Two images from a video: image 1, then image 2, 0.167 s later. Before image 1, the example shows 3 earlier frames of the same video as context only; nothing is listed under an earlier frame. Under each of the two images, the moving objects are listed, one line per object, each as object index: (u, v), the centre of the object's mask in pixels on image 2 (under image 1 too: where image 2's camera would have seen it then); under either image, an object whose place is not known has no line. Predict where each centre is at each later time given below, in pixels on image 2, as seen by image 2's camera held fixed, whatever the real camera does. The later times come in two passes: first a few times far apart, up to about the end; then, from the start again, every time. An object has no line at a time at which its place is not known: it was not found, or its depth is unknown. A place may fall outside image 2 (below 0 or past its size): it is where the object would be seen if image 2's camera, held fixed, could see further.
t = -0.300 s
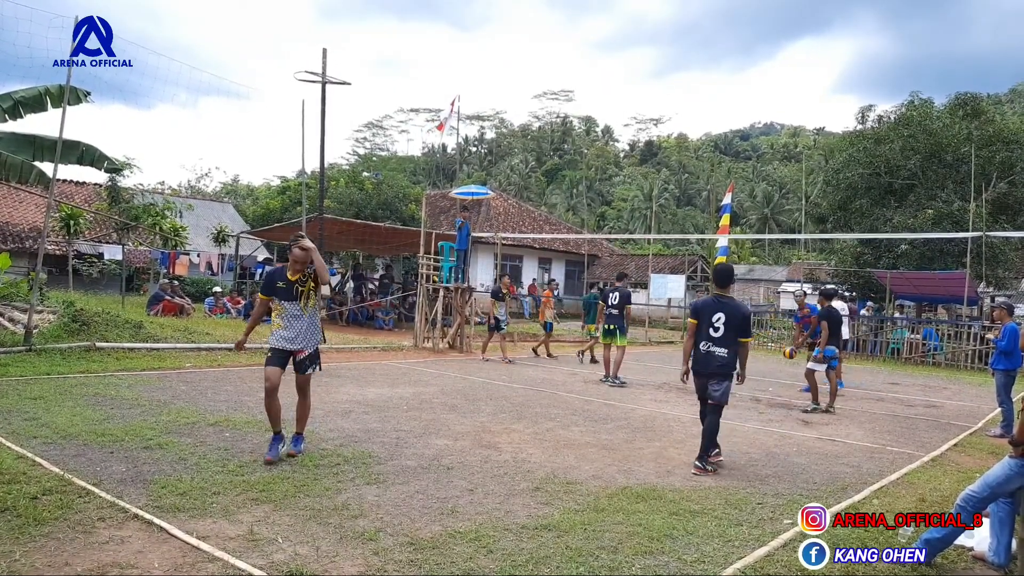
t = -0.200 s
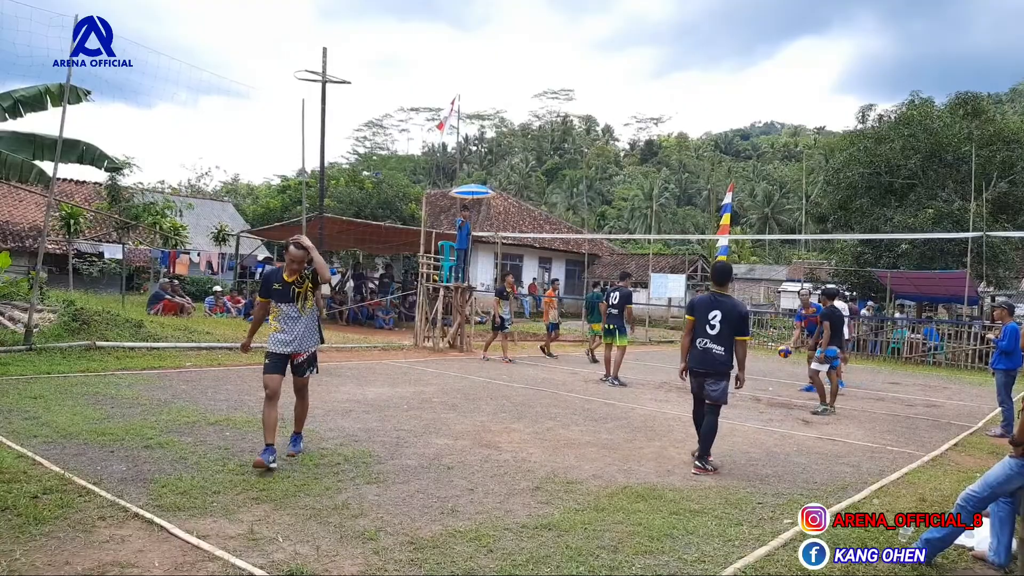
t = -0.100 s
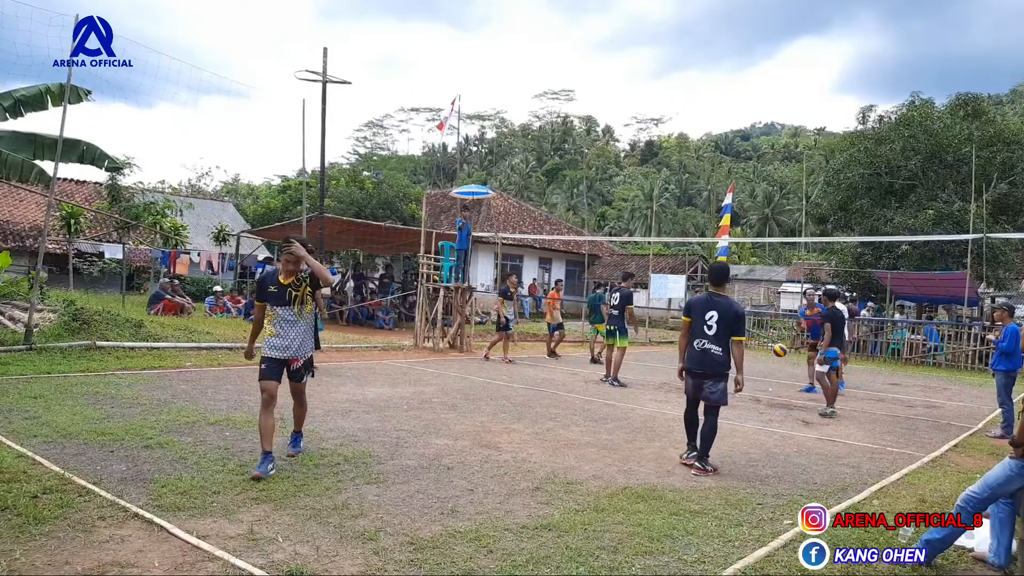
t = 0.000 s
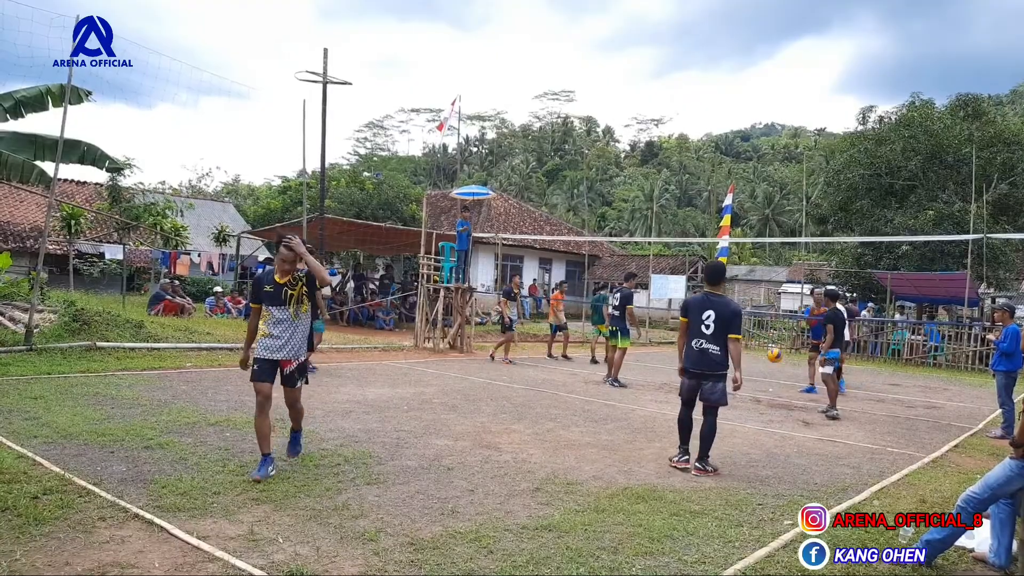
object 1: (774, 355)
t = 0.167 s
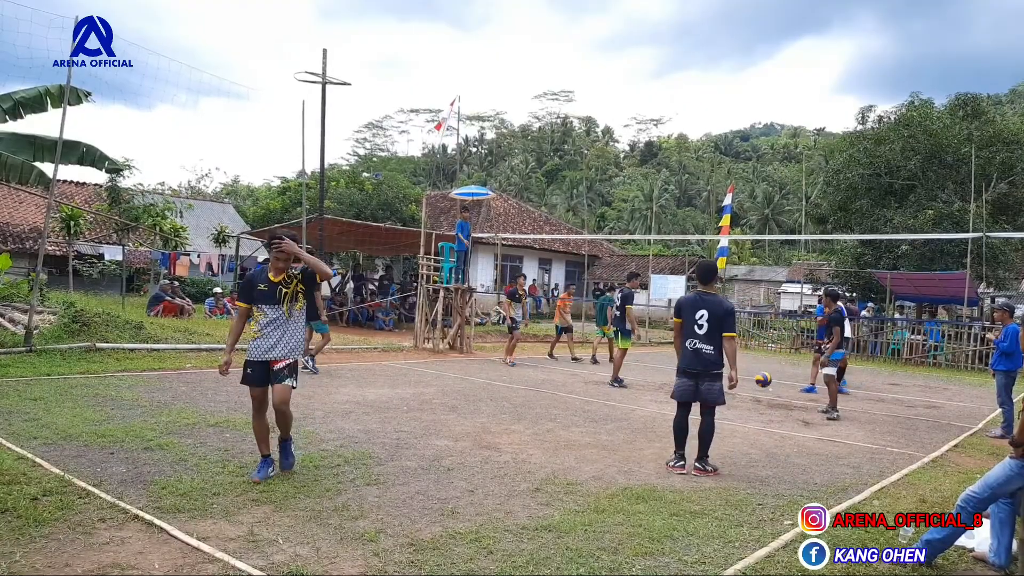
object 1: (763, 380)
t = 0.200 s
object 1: (761, 388)
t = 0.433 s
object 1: (750, 383)
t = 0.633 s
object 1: (742, 384)
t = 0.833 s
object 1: (729, 423)
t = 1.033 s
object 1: (717, 412)
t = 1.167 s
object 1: (707, 419)
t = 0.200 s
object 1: (761, 388)
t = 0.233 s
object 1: (758, 396)
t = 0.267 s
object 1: (756, 405)
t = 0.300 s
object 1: (755, 399)
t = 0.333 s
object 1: (754, 394)
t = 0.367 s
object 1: (753, 390)
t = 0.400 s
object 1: (751, 386)
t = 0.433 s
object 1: (750, 383)
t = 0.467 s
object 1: (749, 381)
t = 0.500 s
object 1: (748, 380)
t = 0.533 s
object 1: (746, 379)
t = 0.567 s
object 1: (745, 380)
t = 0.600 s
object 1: (743, 382)
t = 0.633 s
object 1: (742, 384)
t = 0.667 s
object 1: (739, 387)
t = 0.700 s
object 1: (738, 392)
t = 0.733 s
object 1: (736, 398)
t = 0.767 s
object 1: (734, 405)
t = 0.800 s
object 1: (731, 413)
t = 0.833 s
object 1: (729, 423)
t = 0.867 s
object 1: (727, 430)
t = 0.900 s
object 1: (725, 424)
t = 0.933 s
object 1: (724, 421)
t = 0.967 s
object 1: (721, 416)
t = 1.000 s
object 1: (719, 414)
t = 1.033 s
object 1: (717, 412)
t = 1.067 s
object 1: (715, 412)
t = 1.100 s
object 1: (713, 413)
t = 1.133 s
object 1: (710, 415)
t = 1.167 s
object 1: (707, 419)
